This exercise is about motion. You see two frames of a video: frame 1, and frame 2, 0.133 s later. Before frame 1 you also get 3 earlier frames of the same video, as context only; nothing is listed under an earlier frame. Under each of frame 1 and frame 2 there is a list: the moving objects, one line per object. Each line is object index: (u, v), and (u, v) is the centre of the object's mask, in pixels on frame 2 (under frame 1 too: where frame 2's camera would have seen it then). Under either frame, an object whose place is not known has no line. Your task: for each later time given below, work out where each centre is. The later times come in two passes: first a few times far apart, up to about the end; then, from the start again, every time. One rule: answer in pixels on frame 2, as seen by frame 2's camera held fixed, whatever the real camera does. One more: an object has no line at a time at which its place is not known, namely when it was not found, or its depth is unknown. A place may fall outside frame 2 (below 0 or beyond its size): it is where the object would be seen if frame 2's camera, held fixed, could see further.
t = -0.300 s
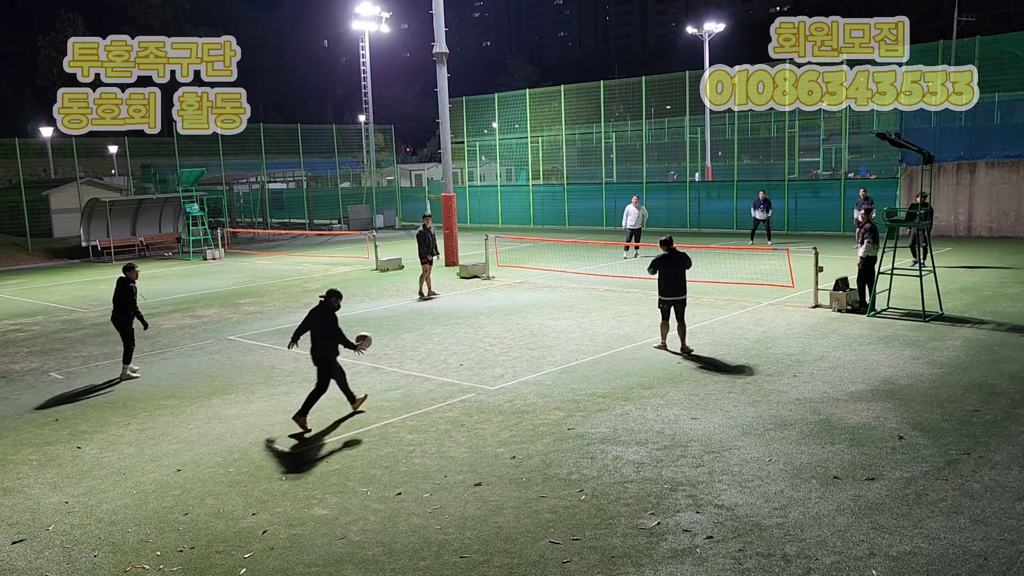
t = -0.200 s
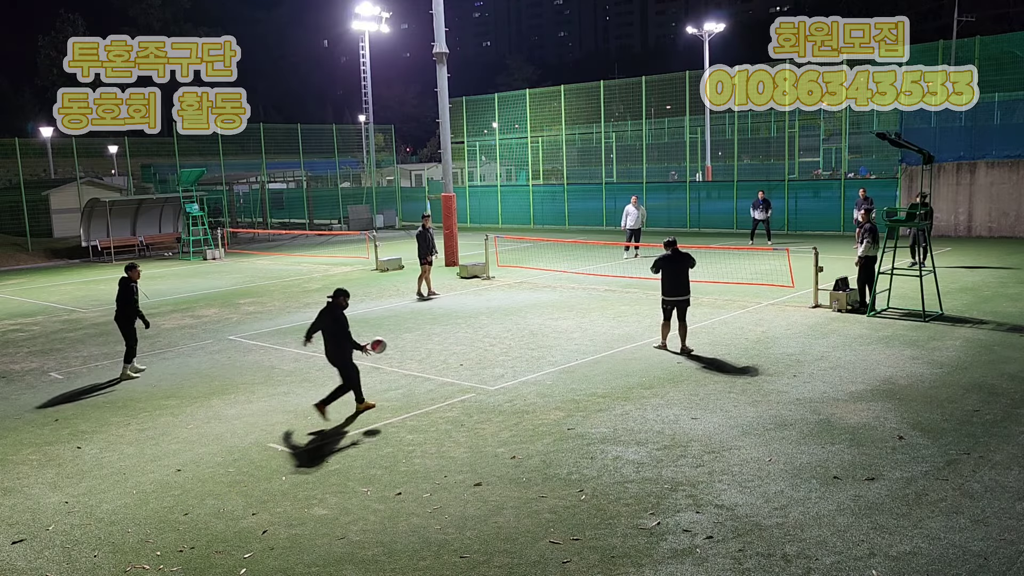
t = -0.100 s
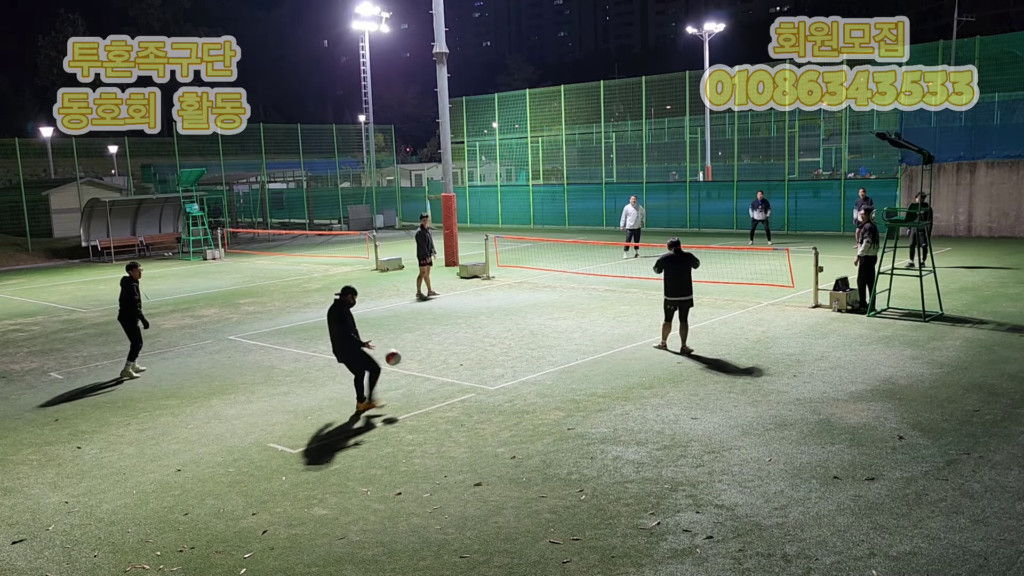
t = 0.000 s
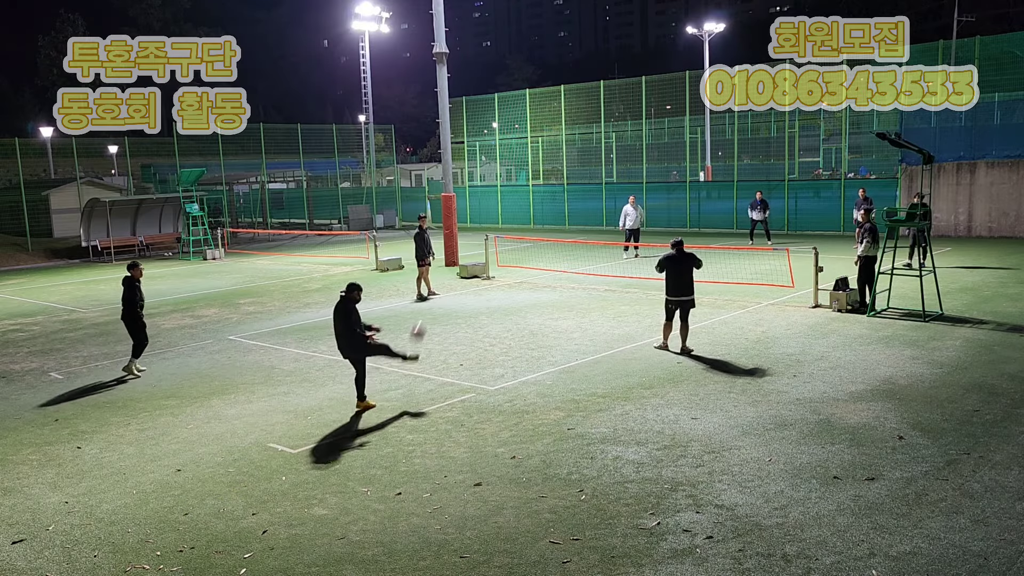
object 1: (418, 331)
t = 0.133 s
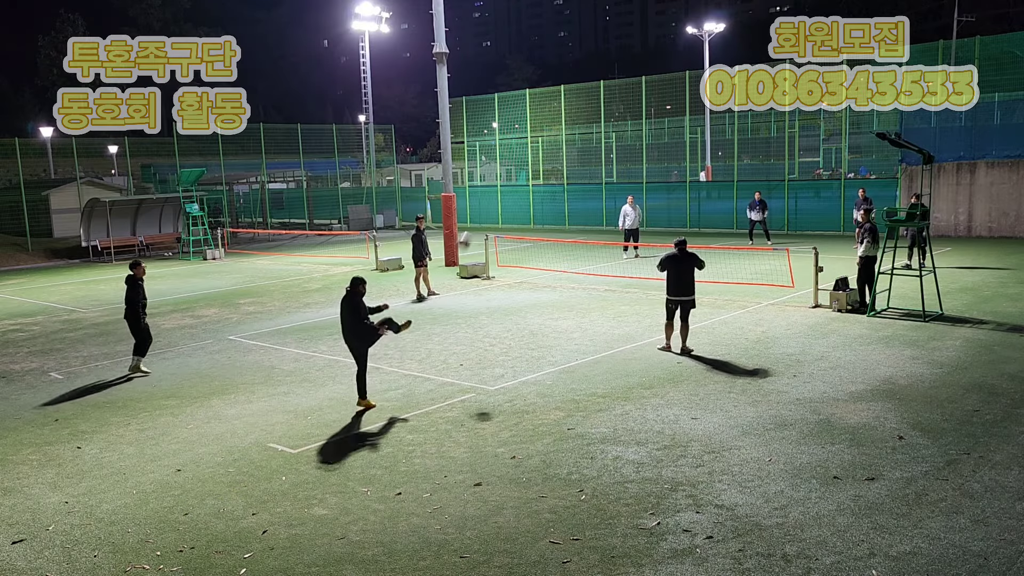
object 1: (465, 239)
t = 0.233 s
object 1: (493, 190)
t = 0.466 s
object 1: (553, 115)
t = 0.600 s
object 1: (582, 94)
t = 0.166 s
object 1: (475, 222)
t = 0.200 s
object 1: (484, 206)
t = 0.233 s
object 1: (493, 190)
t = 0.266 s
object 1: (503, 175)
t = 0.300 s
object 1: (511, 163)
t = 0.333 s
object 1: (521, 150)
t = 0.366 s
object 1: (529, 141)
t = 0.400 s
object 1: (537, 131)
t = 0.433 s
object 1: (546, 123)
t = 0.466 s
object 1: (553, 115)
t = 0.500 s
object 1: (560, 109)
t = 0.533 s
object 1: (568, 103)
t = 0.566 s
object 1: (575, 98)
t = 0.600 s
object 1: (582, 94)
